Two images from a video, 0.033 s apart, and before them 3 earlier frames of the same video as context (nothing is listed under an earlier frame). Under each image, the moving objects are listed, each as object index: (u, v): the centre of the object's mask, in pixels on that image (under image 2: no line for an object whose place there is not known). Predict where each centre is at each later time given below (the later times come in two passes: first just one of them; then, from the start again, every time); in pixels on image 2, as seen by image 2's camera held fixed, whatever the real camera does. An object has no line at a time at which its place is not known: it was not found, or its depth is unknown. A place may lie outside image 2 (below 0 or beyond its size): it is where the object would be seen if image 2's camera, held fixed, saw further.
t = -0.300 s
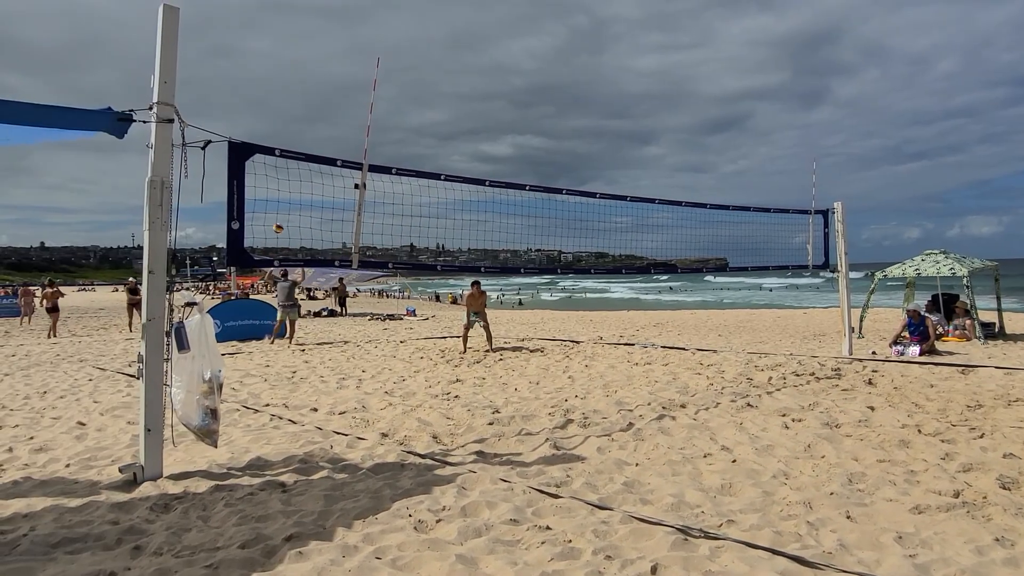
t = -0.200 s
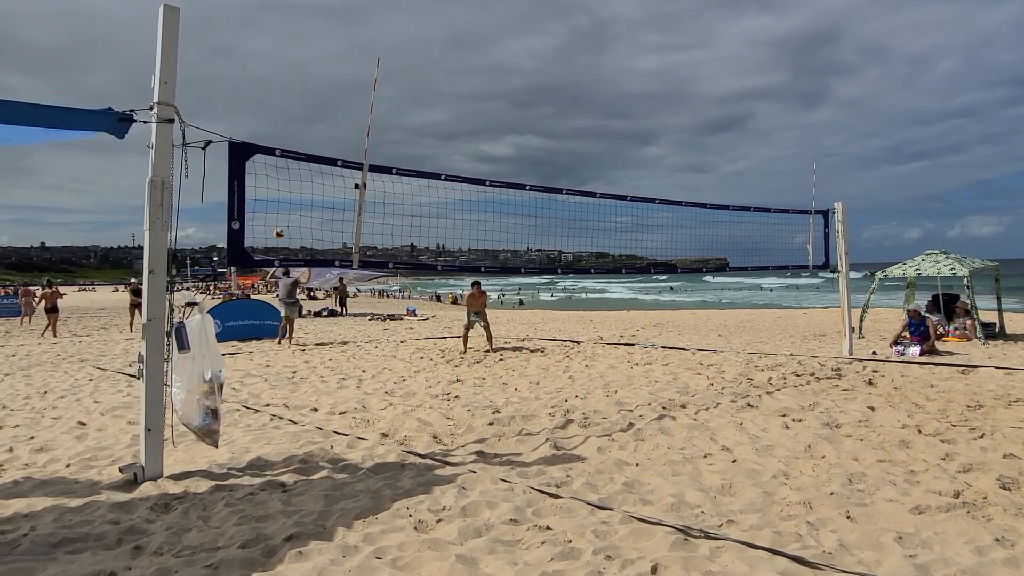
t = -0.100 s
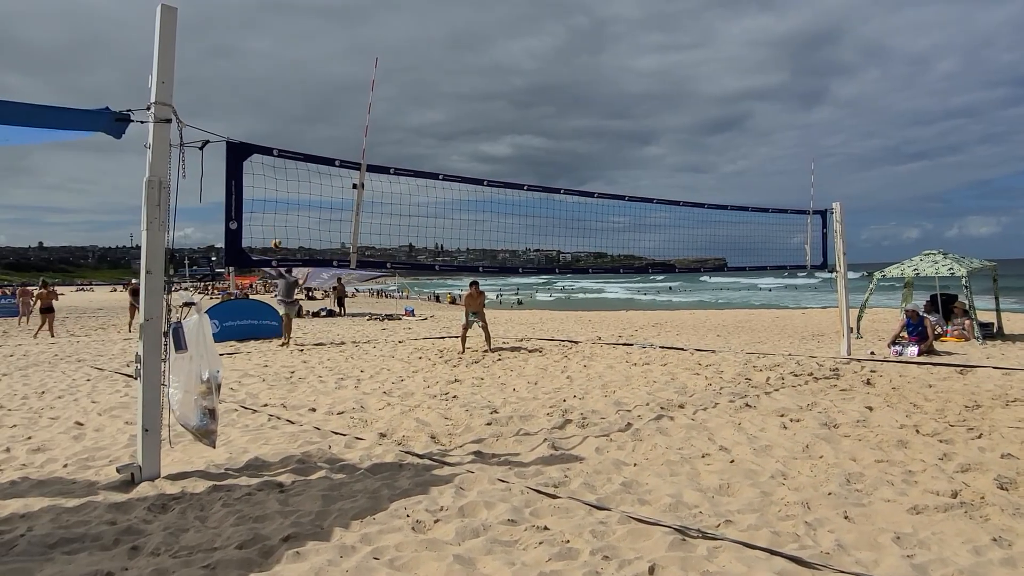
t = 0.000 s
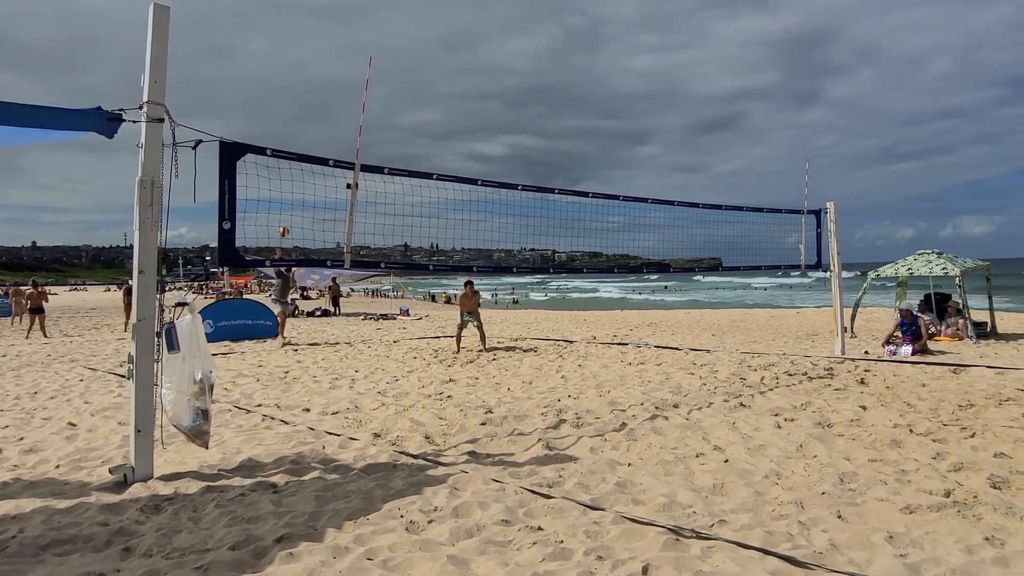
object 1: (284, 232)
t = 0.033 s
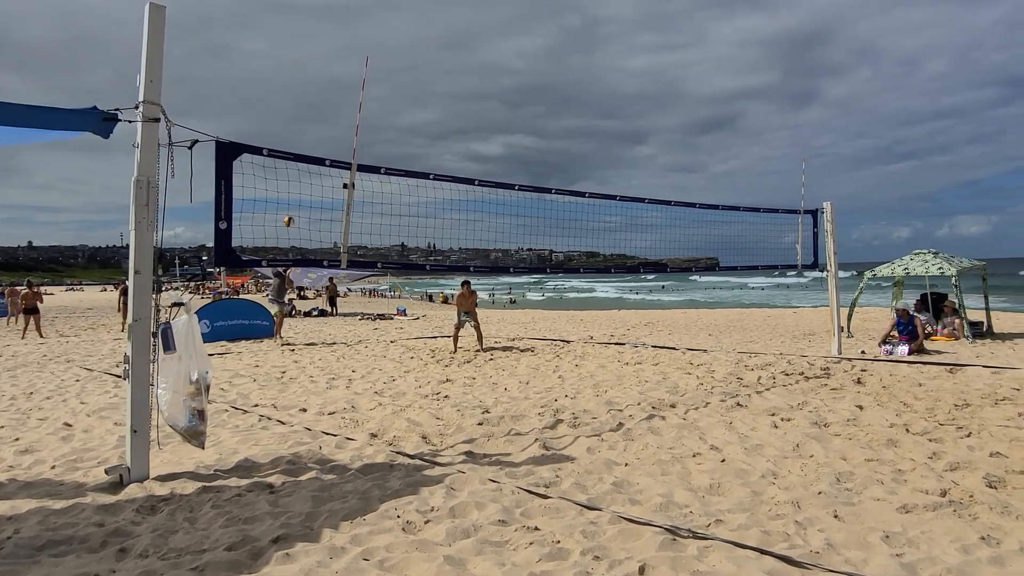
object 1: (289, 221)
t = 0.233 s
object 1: (341, 158)
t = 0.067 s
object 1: (297, 211)
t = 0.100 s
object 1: (306, 201)
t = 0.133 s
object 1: (315, 191)
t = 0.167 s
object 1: (323, 180)
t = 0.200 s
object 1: (332, 172)
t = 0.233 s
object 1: (341, 158)
